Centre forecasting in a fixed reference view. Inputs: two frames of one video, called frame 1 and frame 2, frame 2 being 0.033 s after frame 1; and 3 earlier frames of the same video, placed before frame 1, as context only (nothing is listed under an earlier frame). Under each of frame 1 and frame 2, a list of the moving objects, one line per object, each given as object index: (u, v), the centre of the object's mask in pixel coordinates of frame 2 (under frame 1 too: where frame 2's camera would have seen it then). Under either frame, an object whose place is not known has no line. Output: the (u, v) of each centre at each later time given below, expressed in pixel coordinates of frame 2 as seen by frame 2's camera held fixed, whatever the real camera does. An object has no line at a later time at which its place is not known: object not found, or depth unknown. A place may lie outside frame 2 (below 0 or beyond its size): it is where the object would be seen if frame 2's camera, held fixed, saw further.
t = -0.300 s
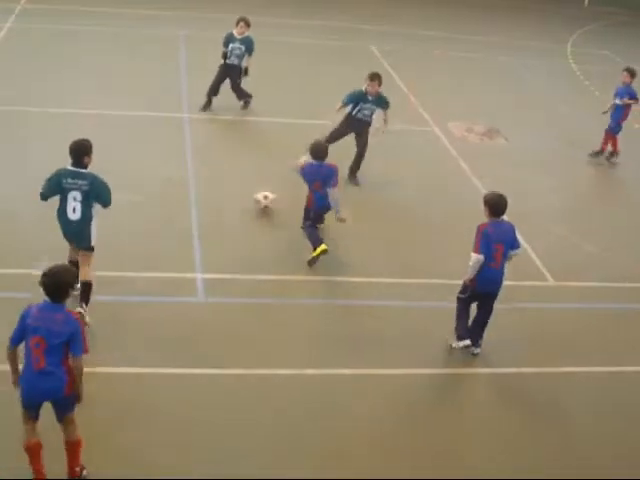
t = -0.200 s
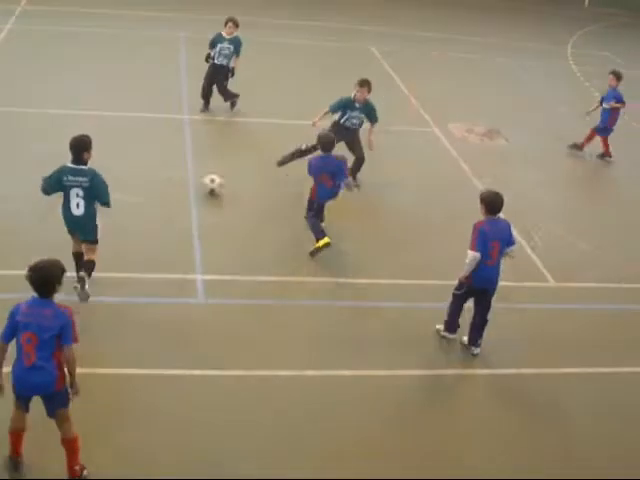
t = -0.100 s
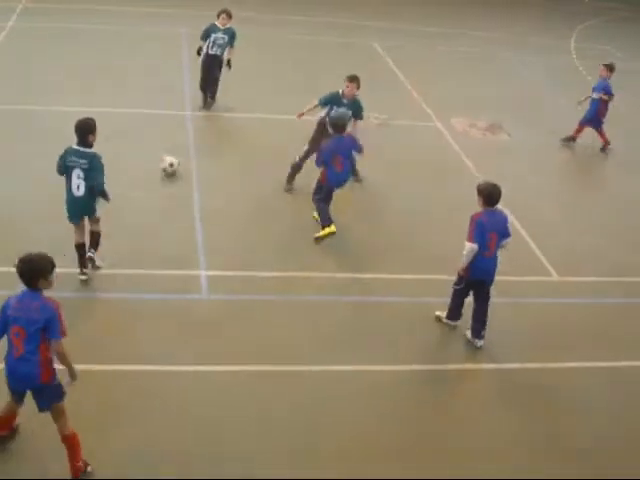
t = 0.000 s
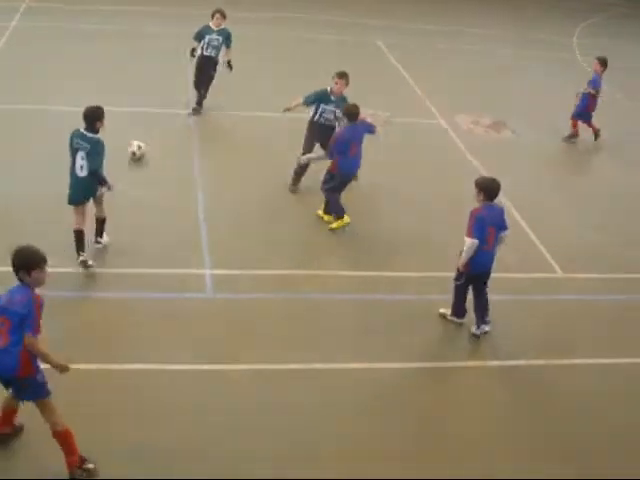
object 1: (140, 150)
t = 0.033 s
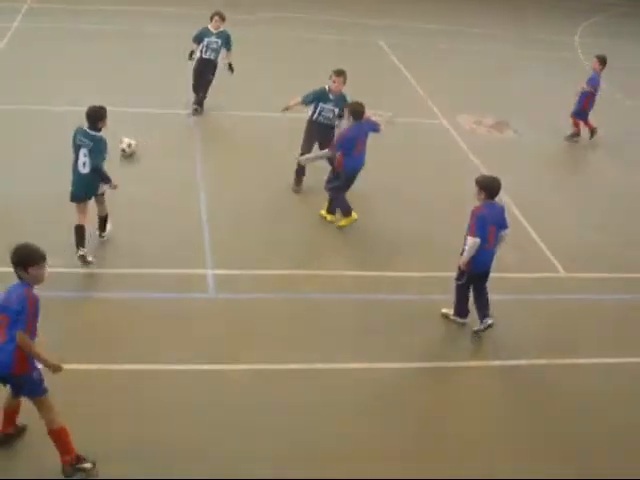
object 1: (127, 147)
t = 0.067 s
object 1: (115, 142)
